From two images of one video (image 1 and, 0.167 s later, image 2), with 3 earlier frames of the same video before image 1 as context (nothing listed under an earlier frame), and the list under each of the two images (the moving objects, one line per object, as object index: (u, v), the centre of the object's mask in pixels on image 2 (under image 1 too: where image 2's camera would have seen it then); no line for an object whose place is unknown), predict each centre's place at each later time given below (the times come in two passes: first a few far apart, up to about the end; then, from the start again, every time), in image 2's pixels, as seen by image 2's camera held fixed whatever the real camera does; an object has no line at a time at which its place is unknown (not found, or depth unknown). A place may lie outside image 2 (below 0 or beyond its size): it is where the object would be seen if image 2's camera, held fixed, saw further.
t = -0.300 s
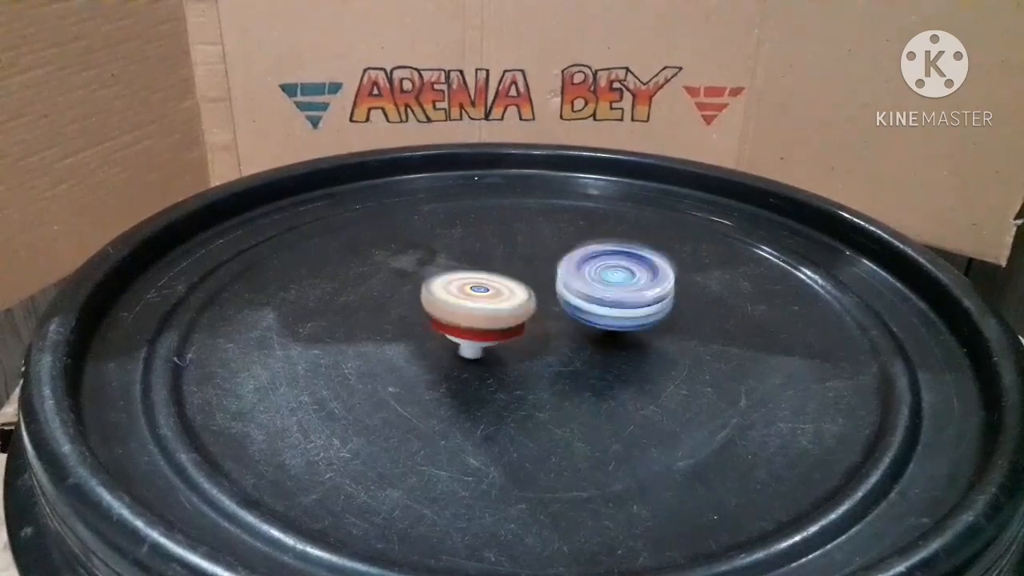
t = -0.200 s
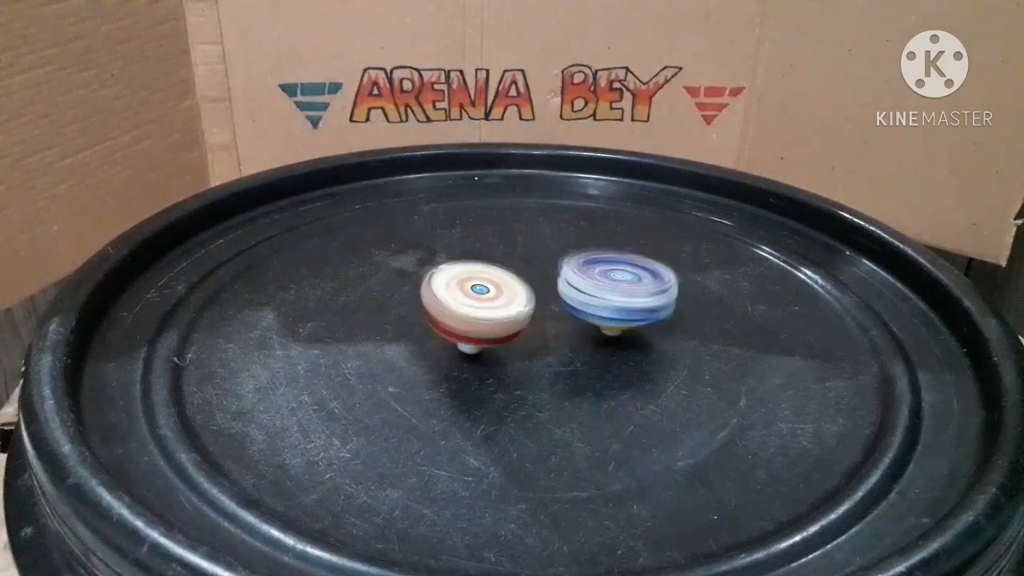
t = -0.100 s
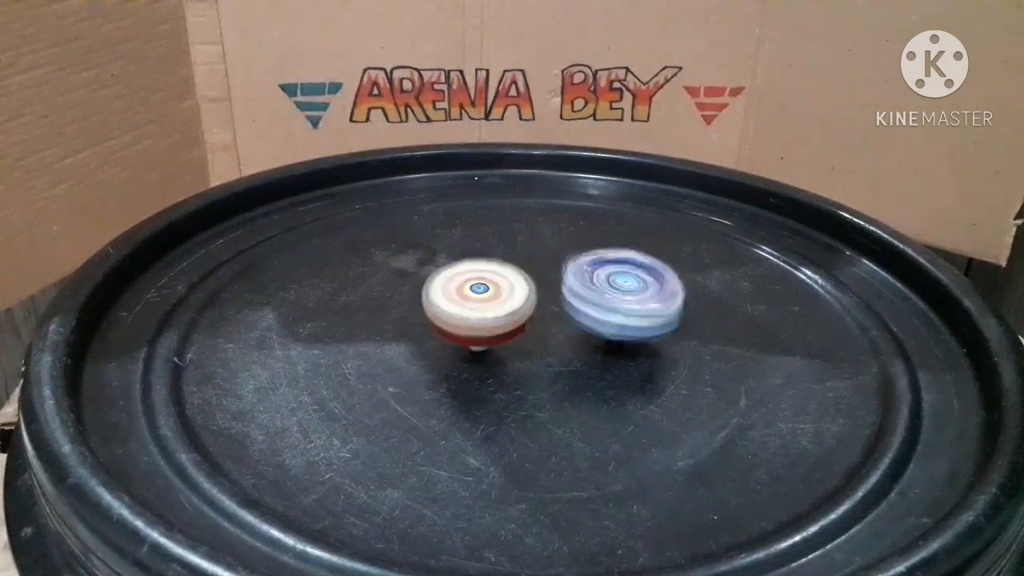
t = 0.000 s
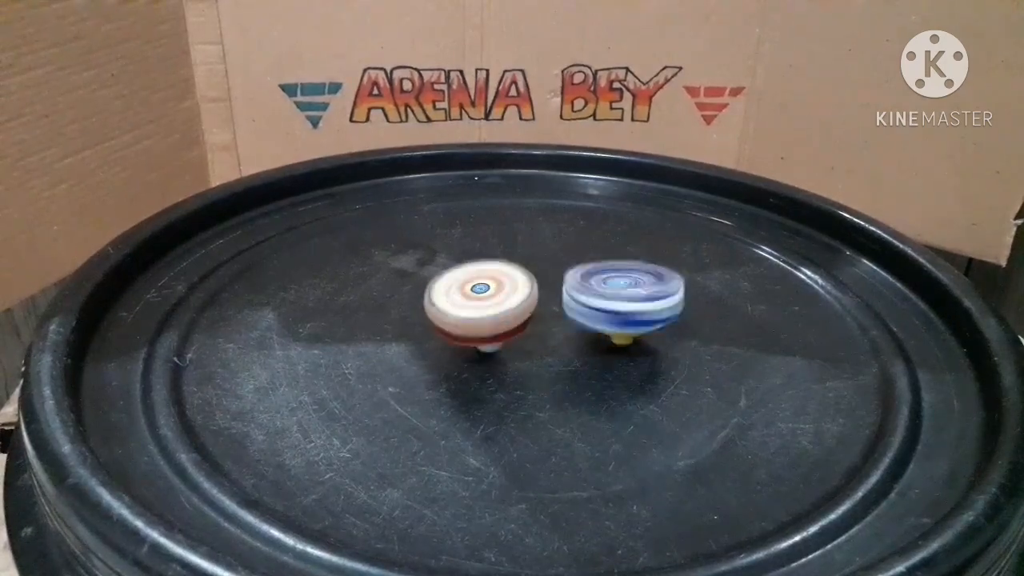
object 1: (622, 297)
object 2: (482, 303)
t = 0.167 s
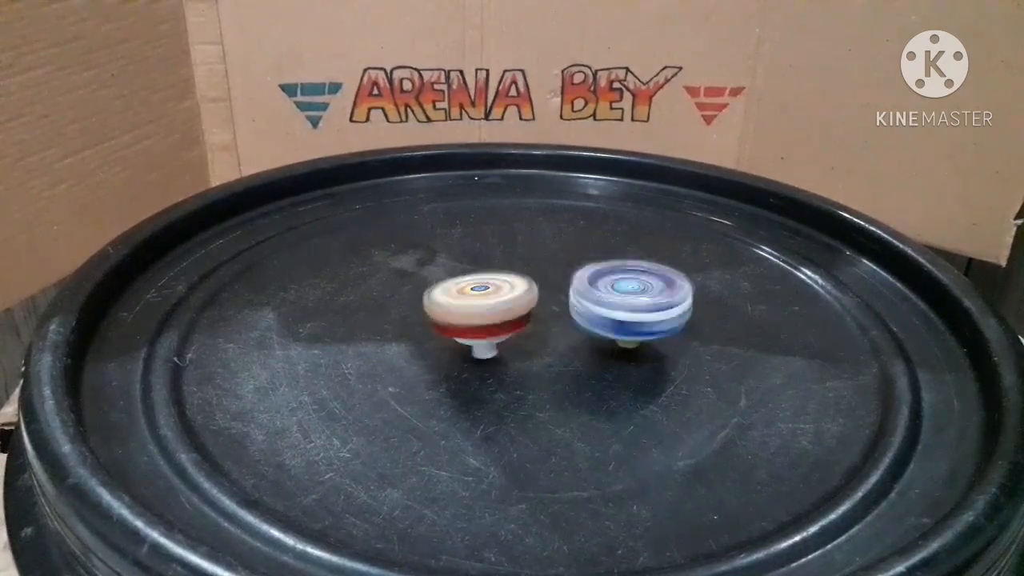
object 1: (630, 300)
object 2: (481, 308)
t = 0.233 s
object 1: (629, 300)
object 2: (479, 309)
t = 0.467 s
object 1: (625, 309)
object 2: (476, 302)
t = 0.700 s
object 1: (630, 319)
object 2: (480, 306)
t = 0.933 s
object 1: (635, 322)
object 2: (474, 304)
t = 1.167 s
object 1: (630, 327)
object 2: (478, 302)
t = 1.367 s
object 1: (627, 335)
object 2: (477, 306)
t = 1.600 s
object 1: (627, 344)
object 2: (473, 302)
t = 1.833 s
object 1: (619, 351)
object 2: (474, 304)
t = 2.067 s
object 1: (610, 358)
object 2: (469, 304)
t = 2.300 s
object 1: (605, 364)
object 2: (470, 301)
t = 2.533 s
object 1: (597, 371)
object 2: (469, 305)
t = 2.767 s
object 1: (589, 375)
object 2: (468, 301)
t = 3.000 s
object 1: (580, 382)
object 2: (467, 305)
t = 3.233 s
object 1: (566, 384)
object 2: (466, 301)
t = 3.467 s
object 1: (558, 391)
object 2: (467, 304)
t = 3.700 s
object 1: (545, 393)
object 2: (465, 302)
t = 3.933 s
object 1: (533, 396)
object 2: (465, 303)
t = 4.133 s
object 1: (530, 401)
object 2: (463, 304)
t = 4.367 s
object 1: (515, 402)
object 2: (462, 301)
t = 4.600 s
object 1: (504, 403)
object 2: (463, 305)
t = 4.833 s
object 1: (488, 408)
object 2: (461, 301)
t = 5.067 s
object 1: (487, 406)
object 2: (462, 306)
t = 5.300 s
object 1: (463, 383)
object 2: (460, 294)
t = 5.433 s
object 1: (431, 377)
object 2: (481, 294)
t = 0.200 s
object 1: (630, 300)
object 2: (480, 308)
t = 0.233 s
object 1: (629, 300)
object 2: (479, 309)
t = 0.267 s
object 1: (629, 303)
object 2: (477, 308)
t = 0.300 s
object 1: (630, 302)
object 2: (476, 308)
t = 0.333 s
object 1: (630, 303)
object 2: (475, 306)
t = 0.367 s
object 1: (629, 304)
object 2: (475, 305)
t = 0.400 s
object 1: (625, 305)
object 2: (475, 303)
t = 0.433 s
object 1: (624, 309)
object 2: (476, 303)
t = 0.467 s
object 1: (625, 309)
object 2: (476, 302)
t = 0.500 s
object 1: (628, 311)
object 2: (478, 302)
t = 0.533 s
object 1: (629, 313)
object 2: (478, 302)
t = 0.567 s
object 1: (626, 313)
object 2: (479, 302)
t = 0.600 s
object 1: (625, 315)
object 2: (479, 302)
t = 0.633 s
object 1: (626, 315)
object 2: (480, 304)
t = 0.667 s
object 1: (628, 317)
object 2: (480, 304)
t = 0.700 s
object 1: (630, 319)
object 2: (480, 306)
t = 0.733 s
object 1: (631, 319)
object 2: (479, 306)
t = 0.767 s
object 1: (632, 320)
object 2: (479, 307)
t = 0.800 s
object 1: (634, 320)
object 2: (477, 307)
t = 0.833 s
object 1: (633, 320)
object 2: (477, 307)
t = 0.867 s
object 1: (633, 322)
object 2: (475, 306)
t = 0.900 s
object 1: (635, 321)
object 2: (475, 306)
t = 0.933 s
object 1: (635, 322)
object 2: (474, 304)
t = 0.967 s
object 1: (635, 323)
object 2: (474, 303)
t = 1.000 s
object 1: (633, 322)
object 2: (474, 302)
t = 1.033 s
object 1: (632, 324)
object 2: (475, 301)
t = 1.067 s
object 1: (633, 324)
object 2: (476, 301)
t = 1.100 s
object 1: (632, 325)
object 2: (477, 301)
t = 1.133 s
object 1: (631, 327)
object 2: (477, 301)
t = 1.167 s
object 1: (630, 327)
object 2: (478, 302)
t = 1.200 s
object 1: (628, 329)
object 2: (477, 302)
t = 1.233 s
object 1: (628, 331)
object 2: (478, 303)
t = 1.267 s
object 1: (628, 332)
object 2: (477, 304)
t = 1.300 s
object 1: (629, 333)
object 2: (478, 305)
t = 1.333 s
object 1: (629, 335)
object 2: (477, 306)
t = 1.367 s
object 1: (627, 335)
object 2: (477, 306)
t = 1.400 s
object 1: (625, 338)
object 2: (475, 306)
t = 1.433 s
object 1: (627, 338)
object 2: (474, 306)
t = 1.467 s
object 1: (630, 341)
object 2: (472, 305)
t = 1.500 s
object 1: (630, 341)
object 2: (472, 304)
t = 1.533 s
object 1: (628, 341)
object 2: (472, 303)
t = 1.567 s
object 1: (625, 344)
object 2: (473, 302)
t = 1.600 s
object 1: (627, 344)
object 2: (473, 302)
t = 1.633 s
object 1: (627, 346)
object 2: (474, 301)
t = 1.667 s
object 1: (628, 346)
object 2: (473, 301)
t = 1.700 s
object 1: (628, 347)
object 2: (473, 301)
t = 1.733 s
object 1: (625, 347)
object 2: (473, 302)
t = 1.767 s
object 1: (621, 349)
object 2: (474, 302)
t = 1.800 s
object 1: (619, 350)
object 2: (474, 303)
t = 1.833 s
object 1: (619, 351)
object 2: (474, 304)
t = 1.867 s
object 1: (620, 353)
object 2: (474, 305)
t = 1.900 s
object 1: (617, 352)
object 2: (473, 305)
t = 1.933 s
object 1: (614, 354)
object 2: (472, 306)
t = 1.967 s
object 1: (613, 354)
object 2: (470, 305)
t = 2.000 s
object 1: (610, 355)
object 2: (470, 305)
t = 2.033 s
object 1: (610, 357)
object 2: (469, 304)
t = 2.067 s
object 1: (610, 358)
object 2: (469, 304)
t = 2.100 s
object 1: (609, 358)
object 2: (469, 302)
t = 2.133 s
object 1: (608, 360)
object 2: (470, 302)
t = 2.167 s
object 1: (607, 360)
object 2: (470, 301)
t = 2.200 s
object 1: (606, 361)
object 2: (470, 301)
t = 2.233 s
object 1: (604, 363)
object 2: (470, 300)
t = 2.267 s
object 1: (604, 362)
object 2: (470, 301)
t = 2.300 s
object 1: (605, 364)
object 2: (470, 301)
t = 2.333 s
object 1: (606, 365)
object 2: (472, 302)
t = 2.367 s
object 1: (602, 365)
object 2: (471, 303)
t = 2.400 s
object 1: (599, 366)
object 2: (472, 304)
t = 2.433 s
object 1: (599, 367)
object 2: (471, 304)
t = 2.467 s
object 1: (597, 369)
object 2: (470, 305)
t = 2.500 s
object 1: (597, 370)
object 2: (469, 305)
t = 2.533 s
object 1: (597, 371)
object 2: (469, 305)
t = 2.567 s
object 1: (594, 370)
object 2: (468, 304)
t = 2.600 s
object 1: (591, 372)
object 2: (468, 303)
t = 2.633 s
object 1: (591, 372)
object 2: (468, 303)
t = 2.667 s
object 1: (589, 373)
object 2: (469, 302)
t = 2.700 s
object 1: (588, 375)
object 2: (468, 302)
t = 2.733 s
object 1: (589, 375)
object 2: (468, 301)
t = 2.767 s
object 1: (589, 375)
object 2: (468, 301)
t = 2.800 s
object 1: (587, 377)
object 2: (468, 301)
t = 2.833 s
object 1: (587, 376)
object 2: (469, 302)
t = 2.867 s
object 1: (586, 377)
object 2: (468, 302)
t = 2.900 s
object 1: (582, 378)
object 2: (469, 303)
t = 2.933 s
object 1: (581, 378)
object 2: (468, 303)
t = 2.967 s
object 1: (581, 379)
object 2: (468, 304)
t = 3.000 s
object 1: (580, 382)
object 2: (467, 305)
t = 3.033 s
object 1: (578, 380)
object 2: (468, 305)
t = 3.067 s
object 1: (577, 381)
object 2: (466, 304)
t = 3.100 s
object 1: (574, 381)
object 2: (467, 304)
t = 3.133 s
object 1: (571, 381)
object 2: (466, 303)
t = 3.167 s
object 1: (570, 382)
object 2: (466, 302)
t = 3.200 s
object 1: (567, 385)
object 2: (466, 302)
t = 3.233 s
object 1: (566, 384)
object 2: (466, 301)
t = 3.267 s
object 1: (566, 386)
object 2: (466, 301)
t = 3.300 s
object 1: (565, 387)
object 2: (466, 301)
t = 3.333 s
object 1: (563, 387)
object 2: (467, 302)
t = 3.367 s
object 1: (561, 388)
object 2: (466, 302)
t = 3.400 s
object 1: (558, 390)
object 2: (467, 303)
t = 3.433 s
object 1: (557, 389)
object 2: (466, 303)
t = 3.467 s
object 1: (558, 391)
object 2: (467, 304)
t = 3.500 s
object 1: (556, 392)
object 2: (466, 304)
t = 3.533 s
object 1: (556, 391)
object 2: (466, 305)
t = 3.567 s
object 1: (554, 391)
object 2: (465, 304)
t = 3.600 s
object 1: (552, 392)
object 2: (465, 304)
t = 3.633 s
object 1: (550, 391)
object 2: (465, 303)
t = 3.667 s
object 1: (548, 391)
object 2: (465, 303)
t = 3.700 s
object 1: (545, 393)
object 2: (465, 302)
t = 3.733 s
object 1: (543, 393)
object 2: (465, 302)
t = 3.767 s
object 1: (543, 395)
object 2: (465, 302)
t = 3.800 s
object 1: (541, 396)
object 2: (465, 301)
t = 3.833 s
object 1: (540, 394)
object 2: (465, 302)
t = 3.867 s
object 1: (539, 394)
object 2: (465, 302)
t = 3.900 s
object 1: (535, 395)
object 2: (465, 303)
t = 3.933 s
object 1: (533, 396)
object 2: (465, 303)
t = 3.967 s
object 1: (530, 396)
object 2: (466, 305)
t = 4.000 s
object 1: (528, 399)
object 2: (465, 304)
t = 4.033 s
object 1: (529, 400)
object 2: (465, 305)
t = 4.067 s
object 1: (528, 401)
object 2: (464, 305)
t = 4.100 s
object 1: (530, 401)
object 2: (464, 305)
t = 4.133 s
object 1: (530, 401)
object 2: (463, 304)
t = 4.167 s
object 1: (526, 400)
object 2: (464, 304)
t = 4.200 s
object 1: (523, 401)
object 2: (463, 303)
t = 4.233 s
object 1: (521, 401)
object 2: (464, 302)
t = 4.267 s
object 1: (516, 401)
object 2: (463, 303)
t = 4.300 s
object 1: (515, 402)
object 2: (463, 302)
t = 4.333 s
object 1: (517, 403)
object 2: (464, 302)
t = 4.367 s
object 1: (515, 402)
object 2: (462, 301)
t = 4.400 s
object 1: (516, 403)
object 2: (463, 303)
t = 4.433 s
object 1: (516, 405)
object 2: (463, 303)
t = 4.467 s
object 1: (515, 402)
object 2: (463, 303)
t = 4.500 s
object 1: (514, 402)
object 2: (462, 305)
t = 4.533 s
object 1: (512, 403)
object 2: (463, 306)
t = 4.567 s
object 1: (509, 403)
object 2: (462, 305)
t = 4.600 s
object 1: (504, 403)
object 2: (463, 305)
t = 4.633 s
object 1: (498, 404)
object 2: (462, 305)
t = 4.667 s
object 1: (492, 408)
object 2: (462, 303)
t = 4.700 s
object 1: (490, 413)
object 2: (462, 302)
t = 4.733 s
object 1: (491, 412)
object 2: (462, 300)
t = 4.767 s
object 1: (491, 408)
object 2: (462, 300)
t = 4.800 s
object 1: (489, 409)
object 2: (461, 300)
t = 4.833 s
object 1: (488, 408)
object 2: (461, 301)
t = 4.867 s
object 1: (489, 409)
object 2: (461, 302)
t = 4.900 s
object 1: (487, 409)
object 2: (462, 303)
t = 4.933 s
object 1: (491, 412)
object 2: (462, 306)
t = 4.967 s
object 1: (490, 410)
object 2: (462, 306)
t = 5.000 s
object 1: (488, 408)
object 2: (462, 307)
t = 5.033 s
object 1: (488, 408)
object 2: (462, 306)
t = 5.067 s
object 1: (487, 406)
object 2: (462, 306)
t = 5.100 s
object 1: (484, 402)
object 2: (462, 304)
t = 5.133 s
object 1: (481, 399)
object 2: (461, 303)
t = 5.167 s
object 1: (481, 395)
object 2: (460, 299)
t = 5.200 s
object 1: (479, 394)
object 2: (460, 298)
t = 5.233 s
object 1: (474, 389)
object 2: (459, 297)
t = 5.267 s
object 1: (468, 387)
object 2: (460, 294)
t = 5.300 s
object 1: (463, 383)
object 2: (460, 294)
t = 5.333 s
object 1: (456, 378)
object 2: (461, 293)
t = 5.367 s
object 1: (447, 377)
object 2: (463, 293)
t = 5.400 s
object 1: (440, 375)
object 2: (472, 292)
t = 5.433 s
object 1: (431, 377)
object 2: (481, 294)
